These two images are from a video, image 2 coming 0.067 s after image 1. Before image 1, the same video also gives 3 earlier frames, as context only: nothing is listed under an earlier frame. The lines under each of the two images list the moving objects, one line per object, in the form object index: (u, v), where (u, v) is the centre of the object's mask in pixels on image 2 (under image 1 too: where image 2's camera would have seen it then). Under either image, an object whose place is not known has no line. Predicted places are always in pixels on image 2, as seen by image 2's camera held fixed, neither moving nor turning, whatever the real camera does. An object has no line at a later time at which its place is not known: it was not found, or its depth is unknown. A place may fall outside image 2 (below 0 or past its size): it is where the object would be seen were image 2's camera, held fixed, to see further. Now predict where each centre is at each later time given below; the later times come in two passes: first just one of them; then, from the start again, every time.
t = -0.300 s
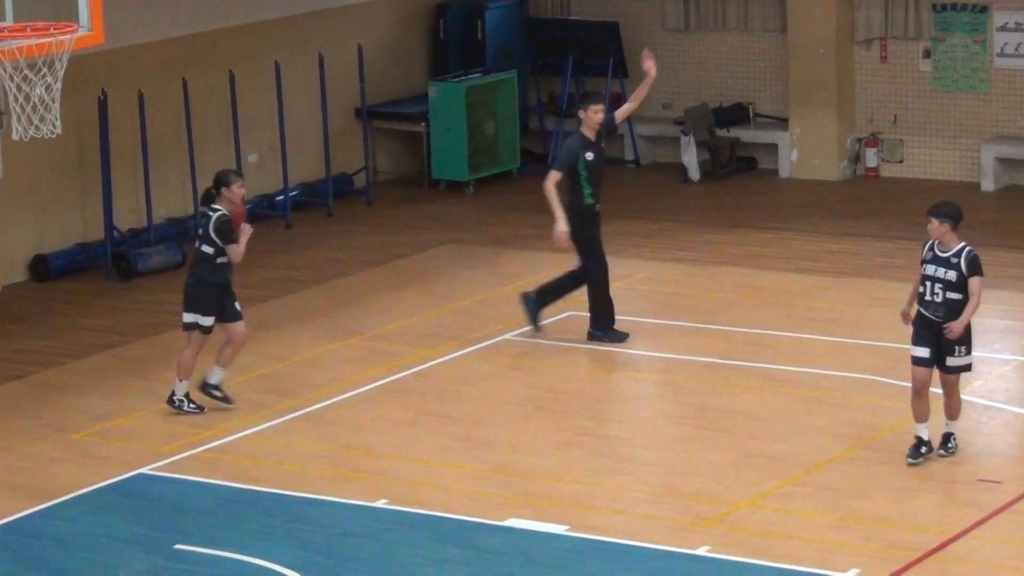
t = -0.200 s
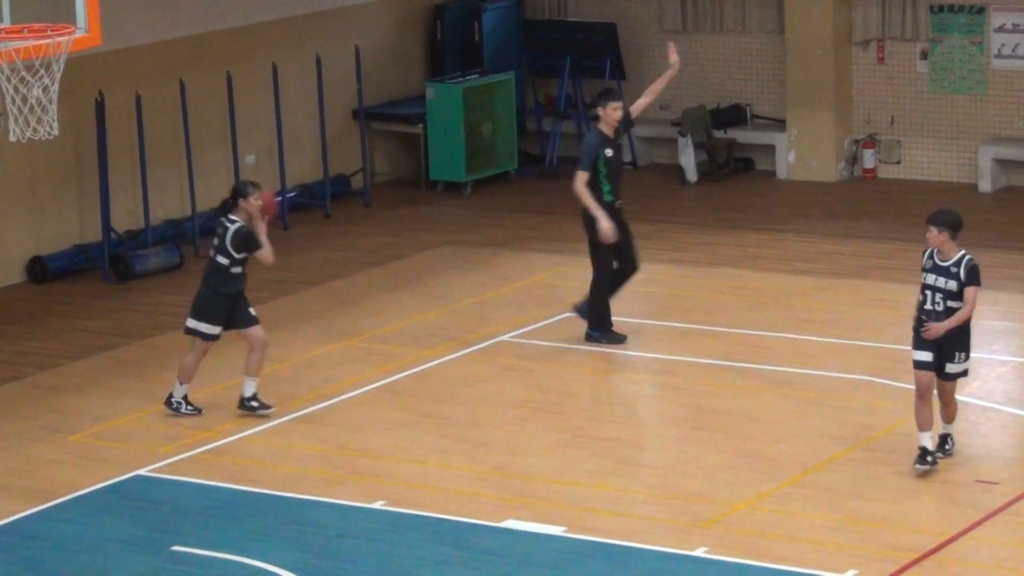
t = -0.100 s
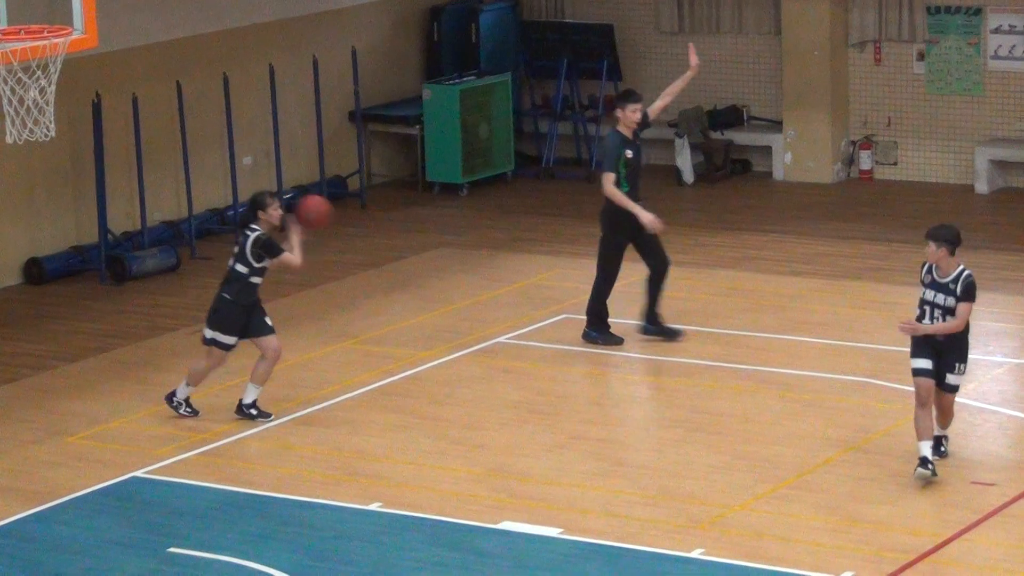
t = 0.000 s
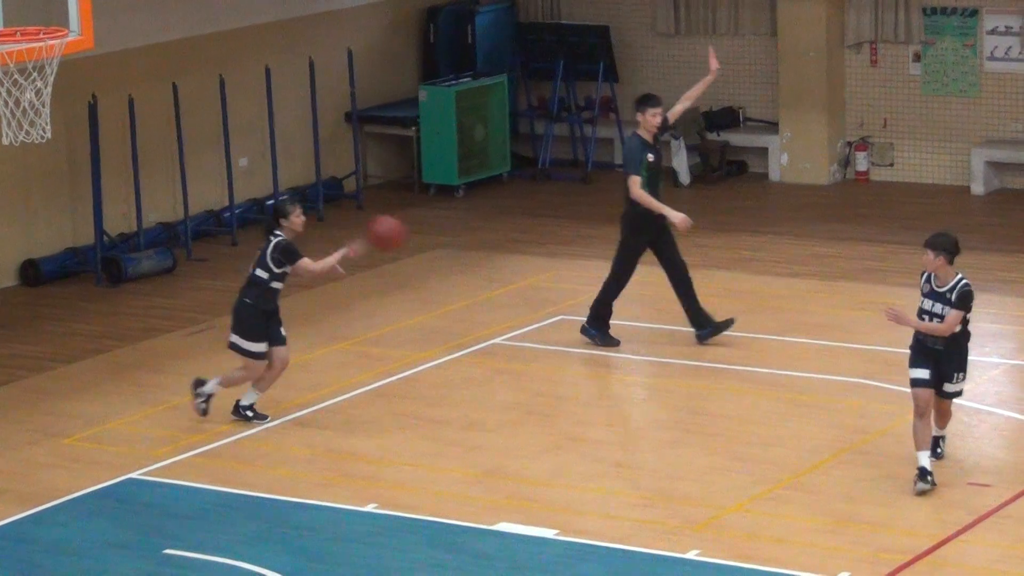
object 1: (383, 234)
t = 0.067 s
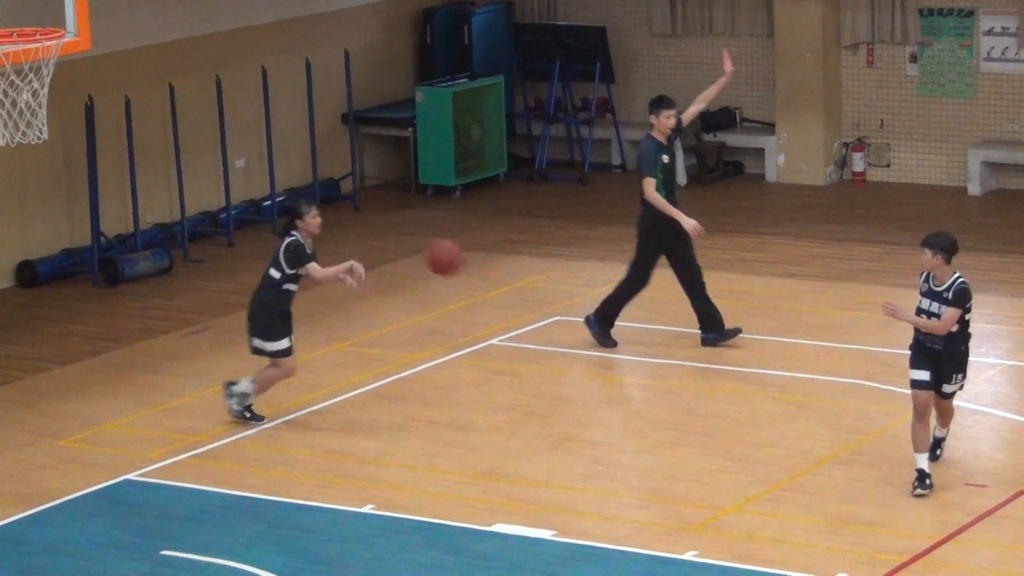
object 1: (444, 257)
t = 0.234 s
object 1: (602, 347)
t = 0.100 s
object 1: (475, 272)
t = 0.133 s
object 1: (506, 289)
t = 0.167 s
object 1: (538, 305)
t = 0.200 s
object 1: (571, 326)
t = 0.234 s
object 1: (602, 347)
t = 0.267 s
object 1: (638, 373)
